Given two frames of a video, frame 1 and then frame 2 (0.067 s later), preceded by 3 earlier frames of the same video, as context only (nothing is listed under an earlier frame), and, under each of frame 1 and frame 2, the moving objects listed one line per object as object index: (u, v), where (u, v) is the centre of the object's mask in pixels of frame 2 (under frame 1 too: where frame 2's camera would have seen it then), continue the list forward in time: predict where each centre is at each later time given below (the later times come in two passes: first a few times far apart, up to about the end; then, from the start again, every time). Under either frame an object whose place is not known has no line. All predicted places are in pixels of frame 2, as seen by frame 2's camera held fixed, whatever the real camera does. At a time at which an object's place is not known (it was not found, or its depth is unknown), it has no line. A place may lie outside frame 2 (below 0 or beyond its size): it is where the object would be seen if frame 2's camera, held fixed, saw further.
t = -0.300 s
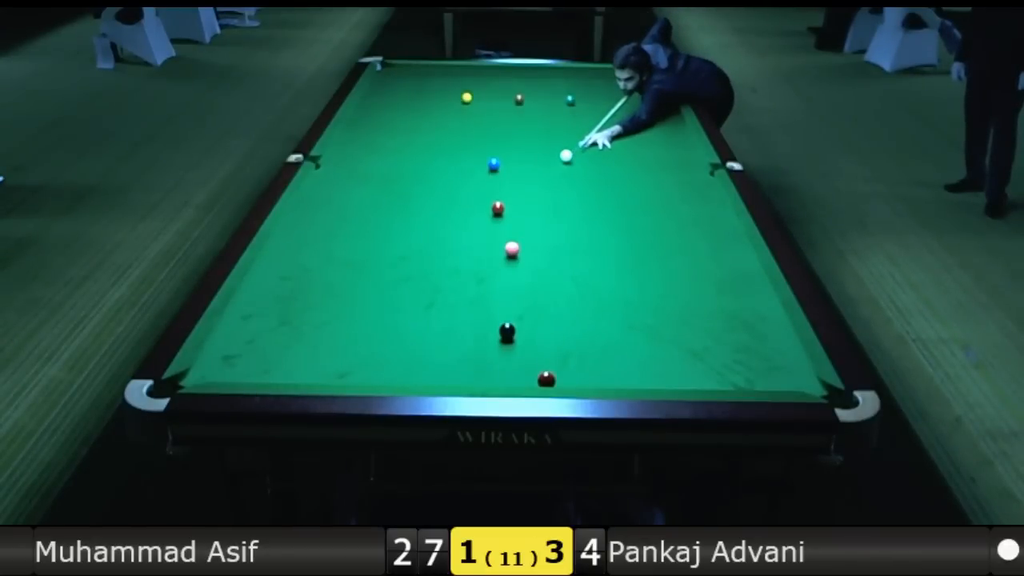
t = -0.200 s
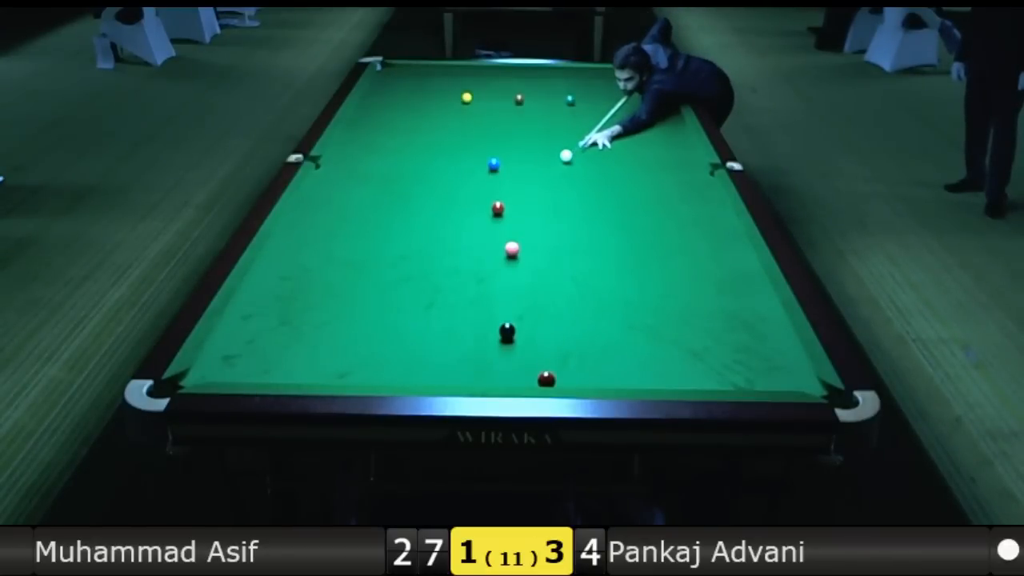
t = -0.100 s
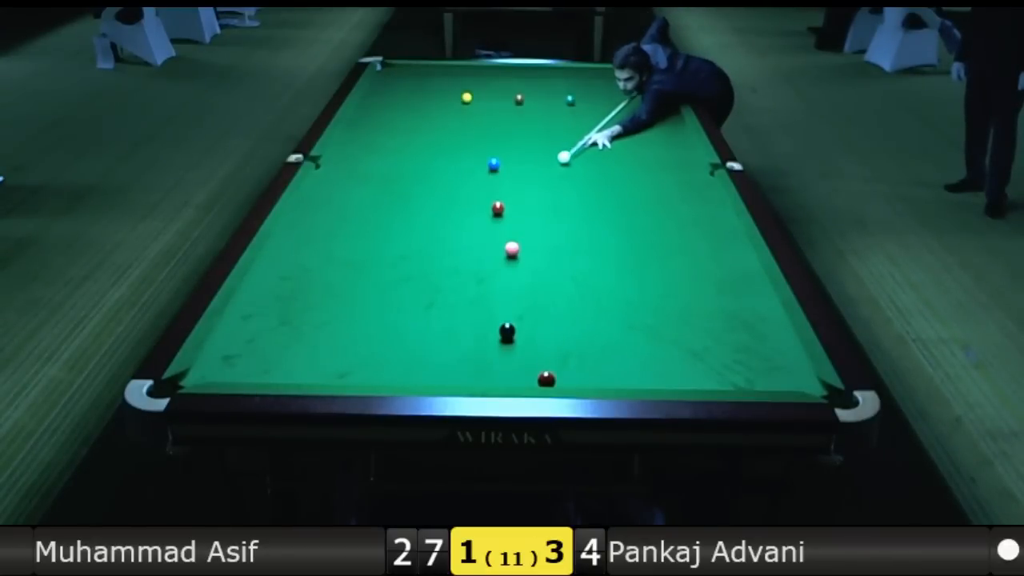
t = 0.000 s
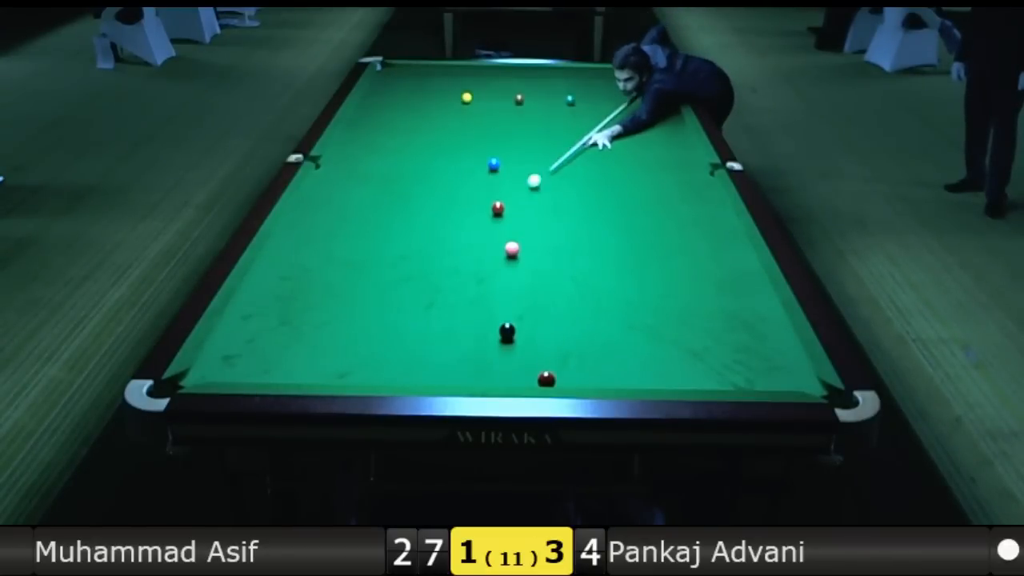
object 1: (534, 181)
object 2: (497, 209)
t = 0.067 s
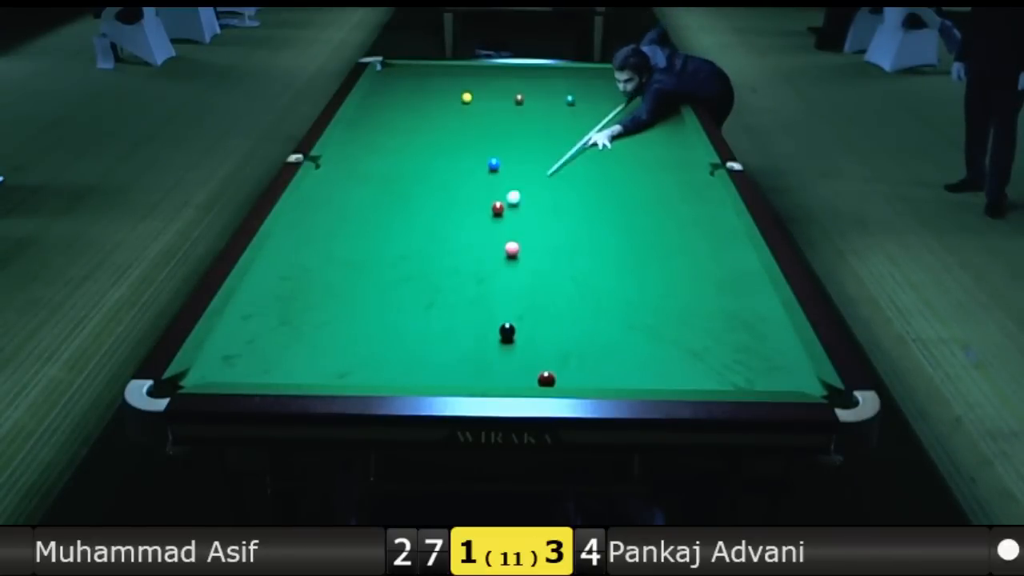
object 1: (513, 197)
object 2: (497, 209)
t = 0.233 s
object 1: (514, 208)
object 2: (437, 240)
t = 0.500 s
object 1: (528, 217)
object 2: (322, 303)
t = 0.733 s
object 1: (541, 225)
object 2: (204, 366)
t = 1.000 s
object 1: (555, 233)
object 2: (219, 350)
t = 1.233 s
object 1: (567, 240)
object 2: (246, 325)
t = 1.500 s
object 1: (580, 248)
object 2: (273, 299)
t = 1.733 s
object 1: (591, 255)
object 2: (293, 280)
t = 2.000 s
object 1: (603, 262)
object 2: (313, 261)
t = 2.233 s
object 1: (613, 268)
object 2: (329, 246)
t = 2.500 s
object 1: (623, 274)
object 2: (345, 231)
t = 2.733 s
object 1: (631, 280)
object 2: (358, 219)
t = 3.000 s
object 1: (640, 285)
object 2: (371, 207)
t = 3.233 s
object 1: (647, 290)
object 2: (381, 197)
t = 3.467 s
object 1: (653, 294)
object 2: (390, 188)
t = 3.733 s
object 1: (659, 298)
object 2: (399, 180)
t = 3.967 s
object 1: (664, 301)
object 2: (407, 172)
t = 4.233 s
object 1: (668, 304)
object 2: (414, 165)
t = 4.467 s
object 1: (670, 306)
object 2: (421, 159)
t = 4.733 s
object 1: (672, 307)
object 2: (427, 153)
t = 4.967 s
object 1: (672, 307)
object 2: (432, 149)
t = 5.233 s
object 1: (673, 303)
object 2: (437, 144)
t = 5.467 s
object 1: (672, 307)
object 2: (441, 140)
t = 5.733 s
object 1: (672, 306)
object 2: (445, 136)
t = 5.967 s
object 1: (672, 306)
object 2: (449, 133)
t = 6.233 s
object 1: (672, 306)
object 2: (452, 130)
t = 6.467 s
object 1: (672, 306)
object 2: (454, 128)
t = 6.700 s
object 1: (672, 306)
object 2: (456, 126)
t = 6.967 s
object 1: (672, 306)
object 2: (459, 124)
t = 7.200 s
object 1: (672, 306)
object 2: (460, 122)
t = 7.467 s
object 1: (672, 306)
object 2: (462, 121)
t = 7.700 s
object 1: (672, 306)
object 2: (464, 120)
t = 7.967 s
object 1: (672, 306)
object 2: (464, 120)
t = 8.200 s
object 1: (672, 306)
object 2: (465, 119)
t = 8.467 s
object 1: (672, 306)
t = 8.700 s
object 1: (672, 306)
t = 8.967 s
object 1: (672, 306)
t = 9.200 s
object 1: (672, 307)
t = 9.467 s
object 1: (672, 306)
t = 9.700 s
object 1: (672, 306)
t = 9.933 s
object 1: (672, 306)
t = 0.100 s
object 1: (506, 204)
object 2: (494, 210)
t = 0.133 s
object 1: (508, 205)
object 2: (480, 218)
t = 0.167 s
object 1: (510, 206)
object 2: (466, 225)
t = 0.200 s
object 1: (512, 207)
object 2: (452, 233)
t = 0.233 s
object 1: (514, 208)
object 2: (437, 240)
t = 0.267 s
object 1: (516, 209)
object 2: (423, 248)
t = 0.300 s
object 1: (517, 211)
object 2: (408, 256)
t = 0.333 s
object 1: (519, 212)
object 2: (394, 264)
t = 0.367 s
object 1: (521, 213)
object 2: (380, 272)
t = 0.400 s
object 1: (523, 214)
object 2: (365, 279)
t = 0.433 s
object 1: (525, 215)
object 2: (351, 287)
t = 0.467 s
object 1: (527, 216)
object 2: (337, 295)
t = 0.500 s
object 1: (528, 217)
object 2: (322, 303)
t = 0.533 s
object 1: (530, 218)
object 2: (307, 311)
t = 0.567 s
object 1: (532, 219)
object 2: (291, 319)
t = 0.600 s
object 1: (534, 220)
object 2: (274, 328)
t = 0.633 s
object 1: (535, 221)
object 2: (258, 337)
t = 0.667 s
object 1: (537, 223)
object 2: (240, 346)
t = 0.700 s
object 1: (539, 224)
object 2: (222, 356)
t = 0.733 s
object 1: (541, 225)
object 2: (204, 366)
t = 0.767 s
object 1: (543, 226)
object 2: (199, 373)
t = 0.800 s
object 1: (545, 227)
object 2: (198, 378)
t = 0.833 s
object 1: (546, 228)
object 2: (200, 374)
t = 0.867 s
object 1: (548, 229)
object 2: (201, 369)
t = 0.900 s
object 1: (550, 230)
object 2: (204, 364)
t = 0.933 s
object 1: (552, 231)
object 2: (209, 358)
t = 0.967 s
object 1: (553, 232)
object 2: (214, 354)
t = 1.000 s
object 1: (555, 233)
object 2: (219, 350)
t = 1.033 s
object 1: (557, 234)
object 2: (223, 346)
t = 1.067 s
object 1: (558, 235)
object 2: (227, 343)
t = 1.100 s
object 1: (560, 236)
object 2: (231, 339)
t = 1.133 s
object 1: (562, 237)
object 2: (234, 335)
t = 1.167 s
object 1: (563, 238)
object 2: (238, 332)
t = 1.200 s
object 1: (565, 239)
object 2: (242, 328)
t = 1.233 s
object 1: (567, 240)
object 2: (246, 325)
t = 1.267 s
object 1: (569, 241)
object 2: (249, 322)
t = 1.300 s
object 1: (570, 242)
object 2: (253, 318)
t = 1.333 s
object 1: (572, 243)
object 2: (256, 315)
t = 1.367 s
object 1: (573, 244)
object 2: (260, 312)
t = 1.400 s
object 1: (575, 245)
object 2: (263, 308)
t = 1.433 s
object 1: (577, 246)
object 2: (266, 305)
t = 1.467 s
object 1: (579, 247)
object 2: (269, 303)
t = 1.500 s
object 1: (580, 248)
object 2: (273, 299)
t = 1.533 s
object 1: (582, 249)
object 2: (275, 297)
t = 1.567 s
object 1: (583, 250)
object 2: (279, 294)
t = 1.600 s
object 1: (585, 251)
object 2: (282, 291)
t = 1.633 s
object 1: (586, 252)
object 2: (284, 288)
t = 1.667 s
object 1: (588, 253)
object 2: (287, 286)
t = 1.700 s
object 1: (590, 254)
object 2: (290, 283)
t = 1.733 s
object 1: (591, 255)
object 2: (293, 280)
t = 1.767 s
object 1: (593, 255)
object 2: (295, 278)
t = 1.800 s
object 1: (594, 256)
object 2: (298, 275)
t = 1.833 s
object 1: (596, 257)
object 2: (301, 273)
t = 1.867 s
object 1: (597, 258)
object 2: (303, 270)
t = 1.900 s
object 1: (599, 259)
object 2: (306, 268)
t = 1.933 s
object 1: (600, 260)
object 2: (308, 266)
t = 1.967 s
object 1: (602, 260)
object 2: (311, 263)
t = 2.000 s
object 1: (603, 262)
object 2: (313, 261)
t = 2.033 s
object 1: (604, 262)
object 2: (316, 259)
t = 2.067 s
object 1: (606, 263)
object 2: (318, 257)
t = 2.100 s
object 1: (607, 264)
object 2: (320, 254)
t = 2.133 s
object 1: (609, 265)
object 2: (323, 252)
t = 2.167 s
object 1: (610, 266)
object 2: (325, 250)
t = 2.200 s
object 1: (612, 267)
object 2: (327, 248)
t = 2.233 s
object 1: (613, 268)
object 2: (329, 246)
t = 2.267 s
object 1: (614, 268)
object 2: (331, 244)
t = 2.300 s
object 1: (616, 269)
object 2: (333, 242)
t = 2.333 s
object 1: (617, 270)
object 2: (335, 240)
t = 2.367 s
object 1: (618, 271)
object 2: (338, 238)
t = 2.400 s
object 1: (620, 272)
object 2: (339, 237)
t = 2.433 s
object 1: (621, 273)
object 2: (342, 234)
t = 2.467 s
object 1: (622, 274)
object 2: (343, 233)
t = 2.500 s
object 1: (623, 274)
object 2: (345, 231)
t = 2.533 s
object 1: (624, 275)
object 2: (347, 229)
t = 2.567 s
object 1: (625, 276)
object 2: (349, 227)
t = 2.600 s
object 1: (627, 277)
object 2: (351, 226)
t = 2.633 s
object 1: (628, 277)
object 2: (353, 224)
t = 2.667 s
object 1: (629, 278)
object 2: (354, 223)
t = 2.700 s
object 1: (630, 279)
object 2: (356, 221)
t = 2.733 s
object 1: (631, 280)
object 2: (358, 219)
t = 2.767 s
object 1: (633, 280)
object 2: (359, 218)
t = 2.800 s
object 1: (634, 281)
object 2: (361, 216)
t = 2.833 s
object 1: (635, 282)
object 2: (363, 214)
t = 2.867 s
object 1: (636, 282)
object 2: (364, 213)
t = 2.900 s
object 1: (637, 283)
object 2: (366, 211)
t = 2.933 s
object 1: (638, 284)
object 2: (367, 210)
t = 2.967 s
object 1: (639, 285)
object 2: (369, 208)
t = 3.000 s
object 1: (640, 285)
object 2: (371, 207)
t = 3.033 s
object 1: (641, 286)
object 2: (372, 205)
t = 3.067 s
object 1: (642, 287)
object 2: (373, 204)
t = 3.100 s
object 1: (643, 287)
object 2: (375, 202)
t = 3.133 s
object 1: (644, 288)
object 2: (376, 201)
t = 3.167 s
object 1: (645, 289)
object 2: (378, 200)
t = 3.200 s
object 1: (646, 289)
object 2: (379, 199)
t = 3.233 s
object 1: (647, 290)
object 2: (381, 197)
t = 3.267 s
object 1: (648, 291)
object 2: (382, 196)
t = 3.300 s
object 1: (649, 291)
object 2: (383, 195)
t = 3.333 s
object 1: (650, 292)
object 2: (385, 193)
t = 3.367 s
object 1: (651, 292)
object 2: (386, 192)
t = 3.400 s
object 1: (651, 293)
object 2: (387, 191)
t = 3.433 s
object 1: (652, 293)
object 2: (389, 189)
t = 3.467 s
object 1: (653, 294)
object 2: (390, 188)
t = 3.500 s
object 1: (654, 294)
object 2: (391, 187)
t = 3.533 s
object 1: (655, 295)
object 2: (392, 186)
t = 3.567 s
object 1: (655, 295)
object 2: (393, 185)
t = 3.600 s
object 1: (656, 296)
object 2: (394, 184)
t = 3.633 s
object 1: (657, 297)
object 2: (396, 183)
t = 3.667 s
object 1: (658, 297)
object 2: (397, 182)
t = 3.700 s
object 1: (658, 298)
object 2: (398, 181)
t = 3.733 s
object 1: (659, 298)
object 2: (399, 180)
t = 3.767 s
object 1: (660, 299)
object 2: (400, 179)
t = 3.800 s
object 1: (660, 299)
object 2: (401, 177)
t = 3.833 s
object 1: (661, 299)
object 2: (402, 176)
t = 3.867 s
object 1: (662, 300)
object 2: (403, 175)
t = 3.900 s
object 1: (662, 300)
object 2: (404, 174)
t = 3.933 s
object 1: (663, 301)
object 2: (406, 173)
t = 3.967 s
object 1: (664, 301)
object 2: (407, 172)
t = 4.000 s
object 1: (664, 301)
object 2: (408, 171)
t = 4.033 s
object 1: (665, 302)
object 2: (409, 170)
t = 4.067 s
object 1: (665, 302)
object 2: (409, 170)
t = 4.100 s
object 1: (666, 303)
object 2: (411, 169)
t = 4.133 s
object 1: (666, 303)
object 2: (412, 168)
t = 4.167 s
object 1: (667, 303)
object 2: (412, 167)
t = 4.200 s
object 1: (667, 303)
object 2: (413, 166)
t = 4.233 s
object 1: (668, 304)
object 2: (414, 165)
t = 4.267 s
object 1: (668, 304)
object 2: (415, 164)
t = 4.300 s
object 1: (668, 304)
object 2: (416, 163)
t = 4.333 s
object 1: (669, 305)
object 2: (417, 163)
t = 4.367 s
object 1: (669, 305)
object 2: (418, 162)
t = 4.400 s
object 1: (670, 305)
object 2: (419, 161)
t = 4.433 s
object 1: (670, 305)
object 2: (420, 160)
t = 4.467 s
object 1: (670, 306)
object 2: (421, 159)
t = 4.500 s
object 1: (670, 306)
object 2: (421, 158)
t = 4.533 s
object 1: (671, 306)
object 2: (422, 158)
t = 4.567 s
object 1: (671, 306)
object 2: (423, 157)
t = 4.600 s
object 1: (671, 306)
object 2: (424, 156)
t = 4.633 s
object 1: (671, 306)
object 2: (424, 155)
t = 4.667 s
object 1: (672, 307)
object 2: (425, 155)
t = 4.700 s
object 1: (672, 307)
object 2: (426, 154)
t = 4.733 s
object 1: (672, 307)
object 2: (427, 153)
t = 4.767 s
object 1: (672, 307)
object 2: (428, 153)
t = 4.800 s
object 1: (672, 307)
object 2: (428, 152)
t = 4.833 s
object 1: (672, 307)
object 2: (429, 151)
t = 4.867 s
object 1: (672, 307)
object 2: (430, 150)
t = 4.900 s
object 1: (673, 307)
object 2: (431, 150)
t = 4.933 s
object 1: (672, 307)
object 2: (431, 149)
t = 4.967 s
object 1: (672, 307)
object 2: (432, 149)
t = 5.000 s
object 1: (672, 307)
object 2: (433, 148)
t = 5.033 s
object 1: (672, 307)
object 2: (434, 147)
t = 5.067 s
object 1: (672, 307)
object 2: (434, 147)
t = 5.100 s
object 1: (672, 307)
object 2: (435, 146)
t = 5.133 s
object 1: (672, 307)
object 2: (436, 145)
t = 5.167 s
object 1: (672, 307)
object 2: (436, 145)
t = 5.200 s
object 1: (672, 307)
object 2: (437, 144)
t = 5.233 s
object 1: (673, 303)
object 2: (437, 144)
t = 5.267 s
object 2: (438, 143)
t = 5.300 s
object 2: (439, 143)
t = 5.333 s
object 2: (439, 142)
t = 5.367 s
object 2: (440, 141)
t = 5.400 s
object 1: (668, 305)
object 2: (441, 141)
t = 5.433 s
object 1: (672, 306)
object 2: (441, 141)
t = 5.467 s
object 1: (672, 307)
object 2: (441, 140)
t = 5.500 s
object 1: (672, 307)
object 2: (442, 140)
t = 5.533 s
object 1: (672, 307)
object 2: (443, 139)
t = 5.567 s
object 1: (672, 306)
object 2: (443, 139)
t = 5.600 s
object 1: (672, 306)
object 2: (444, 138)
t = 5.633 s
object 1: (672, 306)
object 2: (444, 138)
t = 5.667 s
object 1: (672, 306)
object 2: (445, 137)
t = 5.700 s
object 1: (672, 306)
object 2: (445, 137)
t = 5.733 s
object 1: (672, 306)
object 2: (445, 136)
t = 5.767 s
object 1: (672, 307)
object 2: (446, 136)
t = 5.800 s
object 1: (672, 306)
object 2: (446, 135)
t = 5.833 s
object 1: (672, 306)
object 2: (447, 135)
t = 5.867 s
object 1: (672, 307)
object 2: (447, 134)
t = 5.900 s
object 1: (672, 306)
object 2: (448, 134)
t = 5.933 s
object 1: (672, 306)
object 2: (448, 134)
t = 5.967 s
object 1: (672, 306)
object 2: (449, 133)
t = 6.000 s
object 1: (672, 306)
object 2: (449, 133)
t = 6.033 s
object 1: (672, 306)
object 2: (449, 132)
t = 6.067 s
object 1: (672, 306)
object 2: (450, 132)
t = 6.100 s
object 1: (672, 306)
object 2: (450, 132)
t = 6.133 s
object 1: (672, 306)
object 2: (451, 131)
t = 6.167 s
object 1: (672, 306)
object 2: (451, 131)
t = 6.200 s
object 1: (672, 306)
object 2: (451, 130)
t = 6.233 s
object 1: (672, 306)
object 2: (452, 130)
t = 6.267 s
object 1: (672, 306)
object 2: (452, 130)
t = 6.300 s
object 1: (672, 306)
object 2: (452, 129)
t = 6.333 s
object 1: (672, 306)
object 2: (453, 129)
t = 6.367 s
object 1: (672, 306)
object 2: (453, 129)
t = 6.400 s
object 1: (672, 306)
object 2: (453, 128)
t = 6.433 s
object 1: (672, 306)
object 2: (454, 128)
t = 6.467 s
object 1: (672, 306)
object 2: (454, 128)
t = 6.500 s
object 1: (672, 306)
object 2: (454, 128)
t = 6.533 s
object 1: (672, 307)
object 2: (455, 127)
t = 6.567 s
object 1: (672, 306)
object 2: (455, 127)
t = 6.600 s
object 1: (672, 306)
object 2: (455, 127)
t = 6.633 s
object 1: (672, 306)
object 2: (456, 126)
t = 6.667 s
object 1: (672, 306)
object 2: (456, 126)
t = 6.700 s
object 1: (672, 306)
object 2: (456, 126)
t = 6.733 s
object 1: (672, 306)
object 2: (457, 126)
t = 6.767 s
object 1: (672, 306)
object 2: (457, 125)
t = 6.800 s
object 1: (672, 306)
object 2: (457, 125)
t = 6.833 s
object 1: (672, 306)
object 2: (458, 125)
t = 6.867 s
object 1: (672, 306)
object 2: (458, 124)
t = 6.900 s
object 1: (672, 306)
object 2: (458, 124)
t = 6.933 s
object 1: (672, 306)
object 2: (458, 124)
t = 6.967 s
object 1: (672, 306)
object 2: (459, 124)
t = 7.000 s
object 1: (672, 306)
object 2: (459, 124)
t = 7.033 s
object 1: (672, 306)
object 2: (459, 123)
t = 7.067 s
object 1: (672, 306)
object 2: (459, 123)
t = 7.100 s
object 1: (672, 306)
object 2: (460, 123)
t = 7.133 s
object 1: (672, 306)
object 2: (460, 123)
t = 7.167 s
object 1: (672, 306)
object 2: (460, 123)
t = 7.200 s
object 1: (672, 306)
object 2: (460, 122)
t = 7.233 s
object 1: (672, 306)
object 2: (461, 122)
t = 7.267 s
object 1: (672, 306)
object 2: (461, 122)
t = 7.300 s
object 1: (672, 306)
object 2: (461, 122)
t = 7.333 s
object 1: (672, 306)
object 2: (461, 122)
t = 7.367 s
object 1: (672, 306)
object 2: (462, 122)
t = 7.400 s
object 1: (672, 306)
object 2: (462, 122)
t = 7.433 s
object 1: (672, 306)
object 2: (462, 121)
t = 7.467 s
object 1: (672, 306)
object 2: (462, 121)
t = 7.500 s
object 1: (672, 307)
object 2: (462, 121)
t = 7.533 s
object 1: (672, 306)
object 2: (463, 121)
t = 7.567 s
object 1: (672, 306)
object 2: (463, 121)
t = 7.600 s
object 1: (672, 306)
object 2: (463, 121)
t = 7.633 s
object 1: (672, 306)
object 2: (463, 121)
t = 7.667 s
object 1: (672, 306)
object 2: (463, 120)
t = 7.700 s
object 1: (672, 306)
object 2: (464, 120)
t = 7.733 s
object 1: (672, 307)
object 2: (464, 120)
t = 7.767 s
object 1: (672, 306)
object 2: (464, 120)
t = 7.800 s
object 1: (672, 307)
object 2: (464, 120)
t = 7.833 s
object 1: (672, 306)
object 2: (464, 120)
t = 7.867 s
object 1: (672, 306)
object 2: (464, 120)
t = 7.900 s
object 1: (672, 306)
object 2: (464, 120)
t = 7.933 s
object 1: (672, 306)
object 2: (464, 120)
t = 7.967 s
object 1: (672, 306)
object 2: (464, 120)
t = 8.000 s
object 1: (672, 306)
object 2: (464, 120)
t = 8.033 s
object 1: (672, 307)
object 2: (465, 120)
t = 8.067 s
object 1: (672, 306)
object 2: (465, 120)
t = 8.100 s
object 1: (672, 306)
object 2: (465, 120)
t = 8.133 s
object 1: (672, 306)
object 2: (465, 119)
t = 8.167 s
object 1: (672, 306)
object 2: (465, 119)
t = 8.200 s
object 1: (672, 306)
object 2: (465, 119)
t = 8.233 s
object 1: (672, 306)
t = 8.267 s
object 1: (672, 307)
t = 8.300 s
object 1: (672, 306)
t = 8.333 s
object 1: (672, 306)
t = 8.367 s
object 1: (672, 306)
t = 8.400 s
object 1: (672, 306)
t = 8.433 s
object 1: (672, 306)
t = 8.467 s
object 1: (672, 306)
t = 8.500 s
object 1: (672, 306)
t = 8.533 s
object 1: (672, 307)
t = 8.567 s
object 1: (672, 306)
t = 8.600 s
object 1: (672, 306)
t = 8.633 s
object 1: (672, 306)
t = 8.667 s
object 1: (672, 306)
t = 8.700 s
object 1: (672, 306)
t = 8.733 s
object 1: (672, 306)
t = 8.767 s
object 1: (672, 306)
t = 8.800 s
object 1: (672, 306)
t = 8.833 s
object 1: (672, 306)
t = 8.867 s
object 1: (672, 306)
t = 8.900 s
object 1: (672, 306)
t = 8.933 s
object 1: (672, 306)
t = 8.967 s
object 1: (672, 306)
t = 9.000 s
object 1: (672, 306)
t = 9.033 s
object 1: (672, 306)
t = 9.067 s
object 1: (672, 306)
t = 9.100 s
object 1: (672, 307)
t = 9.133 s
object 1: (672, 306)
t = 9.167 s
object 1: (672, 307)
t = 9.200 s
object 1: (672, 307)
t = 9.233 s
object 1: (672, 306)
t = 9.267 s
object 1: (672, 306)
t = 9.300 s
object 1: (672, 306)
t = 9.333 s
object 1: (672, 306)
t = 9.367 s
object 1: (672, 306)
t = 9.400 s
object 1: (672, 307)
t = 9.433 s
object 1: (672, 306)
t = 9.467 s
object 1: (672, 306)
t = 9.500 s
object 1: (672, 306)
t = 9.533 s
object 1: (672, 306)
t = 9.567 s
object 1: (672, 306)
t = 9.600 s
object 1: (672, 306)
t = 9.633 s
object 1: (672, 307)
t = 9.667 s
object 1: (672, 306)
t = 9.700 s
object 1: (672, 306)
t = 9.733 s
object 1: (672, 306)
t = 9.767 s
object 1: (672, 306)
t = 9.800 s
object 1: (672, 306)
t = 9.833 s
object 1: (672, 306)
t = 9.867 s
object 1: (672, 307)
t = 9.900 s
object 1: (672, 306)
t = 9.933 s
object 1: (672, 306)
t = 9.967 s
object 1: (672, 306)
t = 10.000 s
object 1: (672, 306)
